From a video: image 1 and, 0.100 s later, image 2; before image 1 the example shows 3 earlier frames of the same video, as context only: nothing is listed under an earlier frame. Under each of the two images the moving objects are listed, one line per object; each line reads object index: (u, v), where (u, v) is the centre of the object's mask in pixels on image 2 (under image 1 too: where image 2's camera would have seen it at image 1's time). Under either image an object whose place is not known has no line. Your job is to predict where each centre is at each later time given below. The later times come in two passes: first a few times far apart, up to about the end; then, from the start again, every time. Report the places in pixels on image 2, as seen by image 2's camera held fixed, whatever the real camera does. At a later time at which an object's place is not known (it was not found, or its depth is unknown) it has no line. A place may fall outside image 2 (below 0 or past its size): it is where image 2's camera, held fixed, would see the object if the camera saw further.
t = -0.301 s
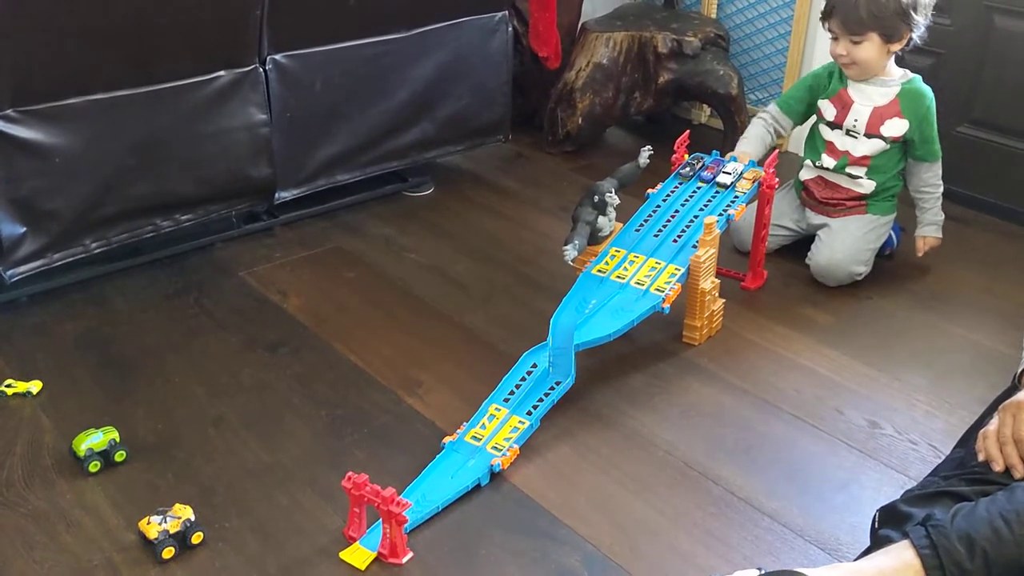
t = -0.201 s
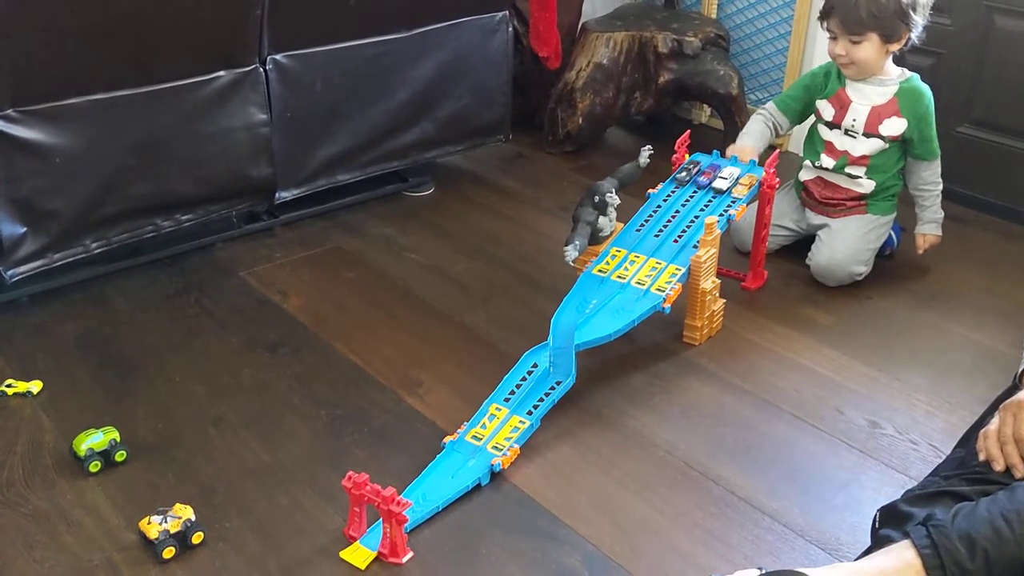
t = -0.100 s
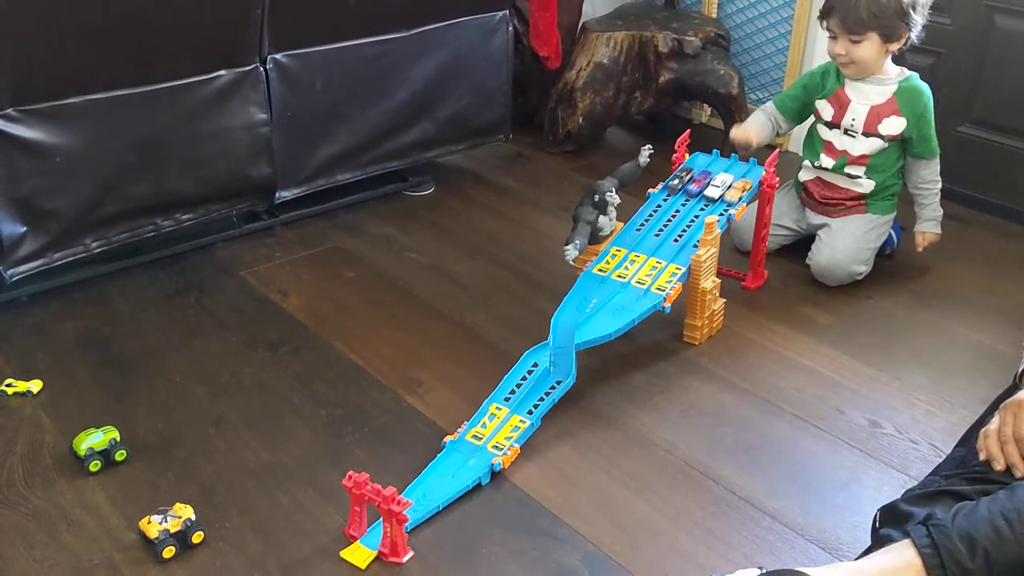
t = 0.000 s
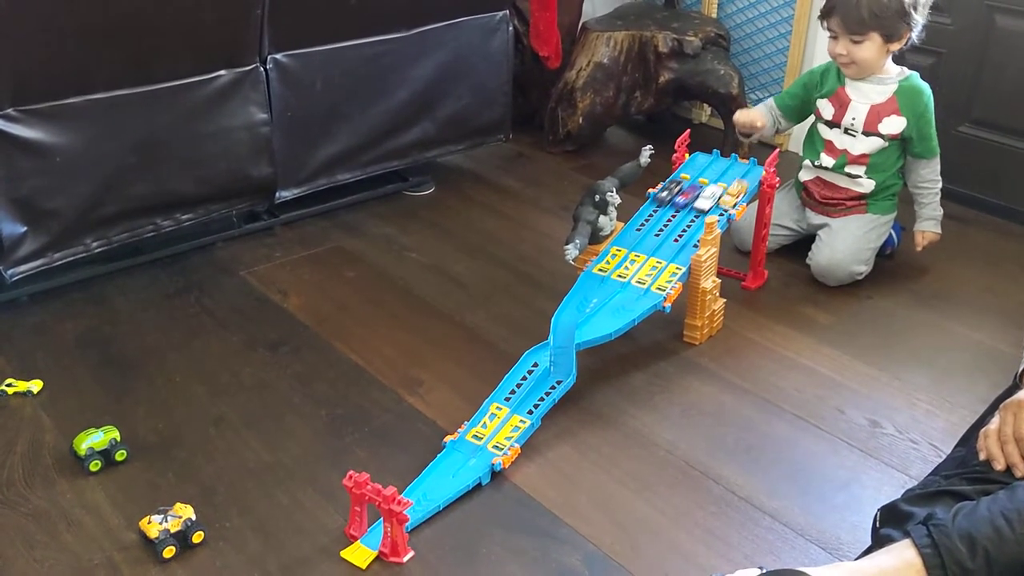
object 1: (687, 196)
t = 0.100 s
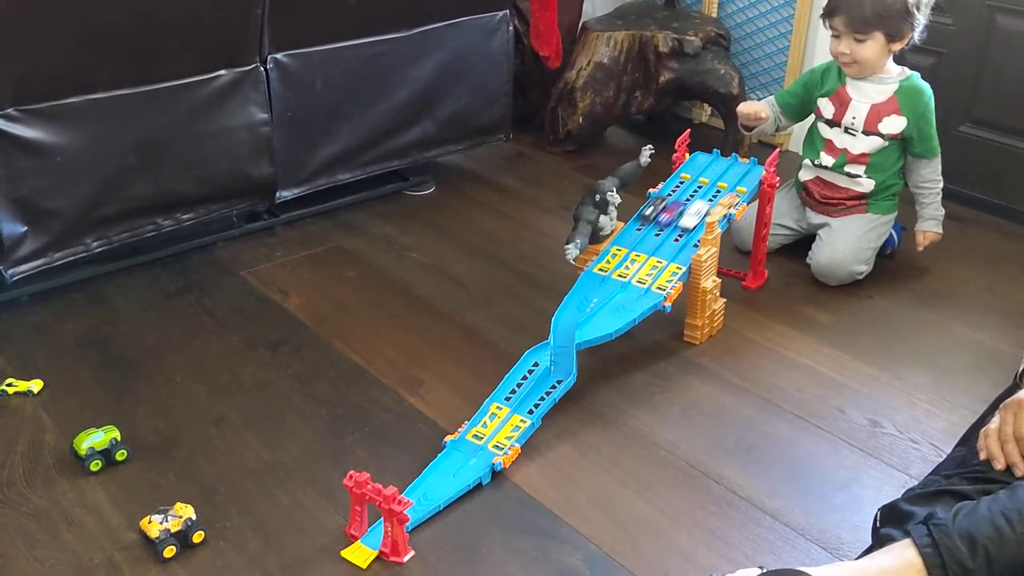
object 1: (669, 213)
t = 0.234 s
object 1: (639, 247)
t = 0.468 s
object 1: (555, 322)
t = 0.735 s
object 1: (458, 421)
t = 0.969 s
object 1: (361, 453)
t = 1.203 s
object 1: (291, 479)
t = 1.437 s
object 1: (258, 488)
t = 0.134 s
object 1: (663, 221)
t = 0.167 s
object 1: (655, 229)
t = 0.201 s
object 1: (648, 237)
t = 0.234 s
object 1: (639, 247)
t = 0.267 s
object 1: (630, 258)
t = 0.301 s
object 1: (620, 267)
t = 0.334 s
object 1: (600, 271)
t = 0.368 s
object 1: (586, 281)
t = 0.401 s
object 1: (576, 293)
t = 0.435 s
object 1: (560, 303)
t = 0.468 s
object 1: (555, 322)
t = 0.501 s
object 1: (541, 331)
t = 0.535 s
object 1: (532, 341)
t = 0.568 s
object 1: (528, 347)
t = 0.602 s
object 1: (515, 360)
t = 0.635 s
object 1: (501, 374)
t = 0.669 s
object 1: (489, 389)
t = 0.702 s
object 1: (474, 404)
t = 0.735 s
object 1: (458, 421)
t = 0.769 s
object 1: (441, 422)
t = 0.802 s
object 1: (429, 418)
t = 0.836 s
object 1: (413, 422)
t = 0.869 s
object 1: (401, 430)
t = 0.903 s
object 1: (385, 447)
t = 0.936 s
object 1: (371, 457)
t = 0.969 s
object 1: (361, 453)
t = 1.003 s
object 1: (349, 452)
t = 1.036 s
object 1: (338, 458)
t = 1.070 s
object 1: (327, 462)
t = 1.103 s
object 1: (314, 470)
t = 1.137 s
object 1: (307, 472)
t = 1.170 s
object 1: (299, 475)
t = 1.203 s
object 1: (291, 479)
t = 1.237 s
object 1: (284, 481)
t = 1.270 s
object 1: (278, 484)
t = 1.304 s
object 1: (272, 486)
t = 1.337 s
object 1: (268, 487)
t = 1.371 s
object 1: (264, 488)
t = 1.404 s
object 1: (261, 488)
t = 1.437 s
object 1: (258, 488)
